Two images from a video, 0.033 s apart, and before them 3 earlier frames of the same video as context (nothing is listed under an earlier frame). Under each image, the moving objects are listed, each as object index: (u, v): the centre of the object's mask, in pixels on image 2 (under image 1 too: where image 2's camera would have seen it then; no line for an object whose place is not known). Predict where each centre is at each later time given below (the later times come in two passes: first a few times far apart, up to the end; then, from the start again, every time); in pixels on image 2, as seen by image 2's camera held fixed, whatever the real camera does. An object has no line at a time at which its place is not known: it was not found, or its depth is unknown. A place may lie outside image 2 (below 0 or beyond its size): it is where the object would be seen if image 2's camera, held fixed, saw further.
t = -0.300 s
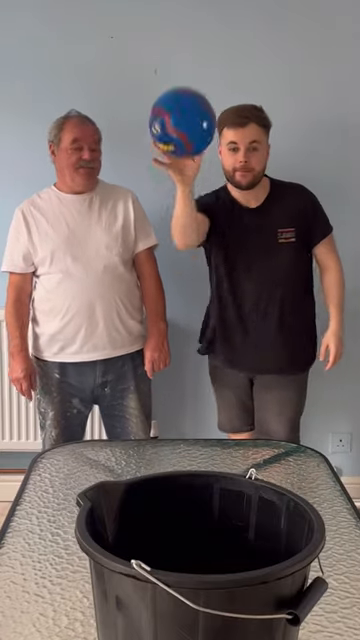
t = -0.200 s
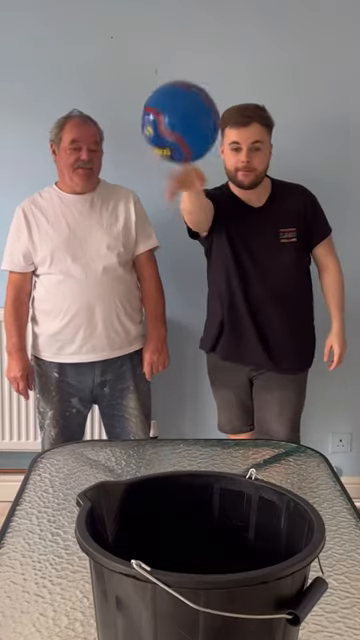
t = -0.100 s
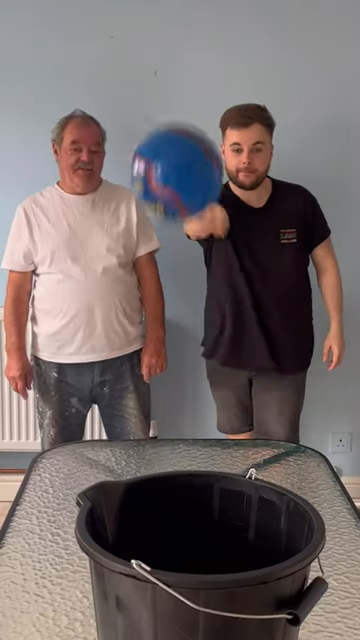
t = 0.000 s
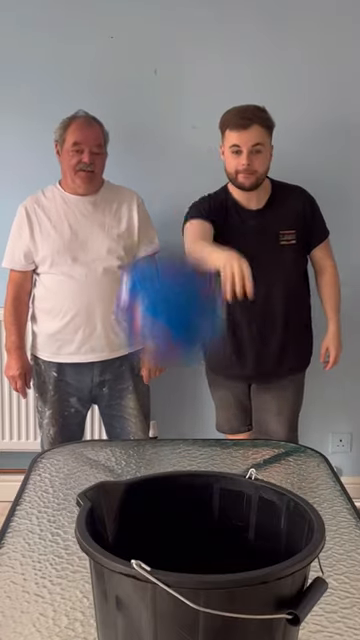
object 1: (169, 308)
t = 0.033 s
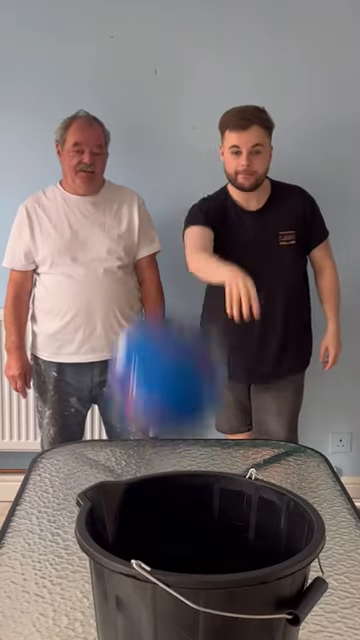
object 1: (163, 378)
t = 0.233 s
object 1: (233, 517)
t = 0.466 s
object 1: (229, 512)
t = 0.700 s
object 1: (196, 542)
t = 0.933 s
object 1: (208, 545)
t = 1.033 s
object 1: (206, 544)
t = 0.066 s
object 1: (160, 475)
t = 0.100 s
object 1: (163, 531)
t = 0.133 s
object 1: (181, 537)
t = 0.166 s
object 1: (200, 529)
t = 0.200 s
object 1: (217, 526)
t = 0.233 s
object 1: (233, 517)
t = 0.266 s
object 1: (243, 508)
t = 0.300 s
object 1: (250, 502)
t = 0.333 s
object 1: (253, 499)
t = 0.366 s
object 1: (252, 494)
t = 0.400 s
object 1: (247, 496)
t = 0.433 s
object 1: (238, 501)
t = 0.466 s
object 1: (229, 512)
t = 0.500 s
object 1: (220, 530)
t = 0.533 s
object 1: (212, 541)
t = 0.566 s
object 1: (209, 542)
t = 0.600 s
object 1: (207, 537)
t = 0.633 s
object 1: (204, 536)
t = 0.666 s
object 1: (200, 538)
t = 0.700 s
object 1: (196, 542)
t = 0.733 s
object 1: (199, 540)
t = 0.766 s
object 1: (199, 540)
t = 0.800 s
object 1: (202, 541)
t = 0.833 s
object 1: (203, 542)
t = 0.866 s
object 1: (205, 544)
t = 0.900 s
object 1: (207, 545)
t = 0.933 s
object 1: (208, 545)
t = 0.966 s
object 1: (208, 546)
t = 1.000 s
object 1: (207, 545)
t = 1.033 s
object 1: (206, 544)
